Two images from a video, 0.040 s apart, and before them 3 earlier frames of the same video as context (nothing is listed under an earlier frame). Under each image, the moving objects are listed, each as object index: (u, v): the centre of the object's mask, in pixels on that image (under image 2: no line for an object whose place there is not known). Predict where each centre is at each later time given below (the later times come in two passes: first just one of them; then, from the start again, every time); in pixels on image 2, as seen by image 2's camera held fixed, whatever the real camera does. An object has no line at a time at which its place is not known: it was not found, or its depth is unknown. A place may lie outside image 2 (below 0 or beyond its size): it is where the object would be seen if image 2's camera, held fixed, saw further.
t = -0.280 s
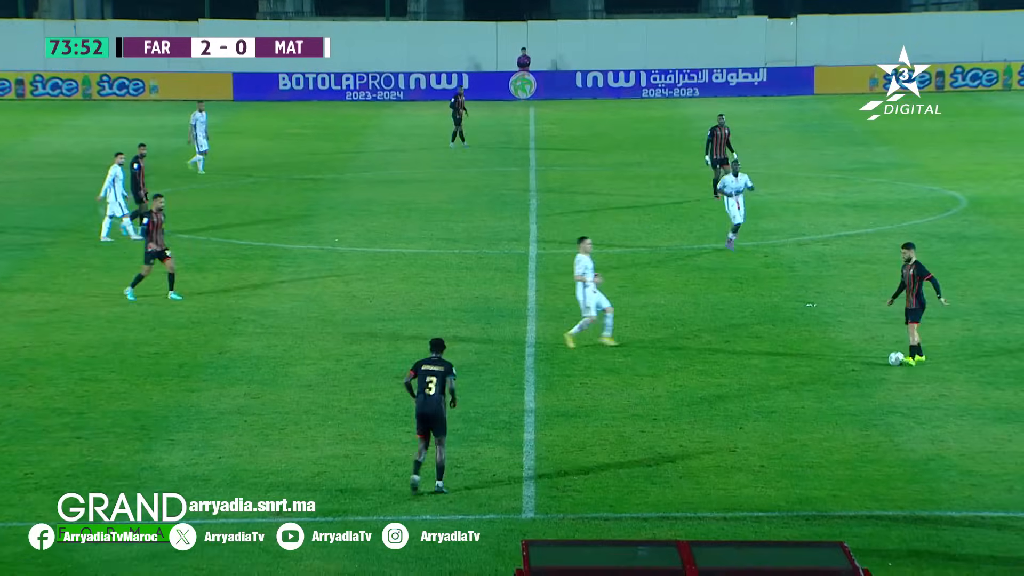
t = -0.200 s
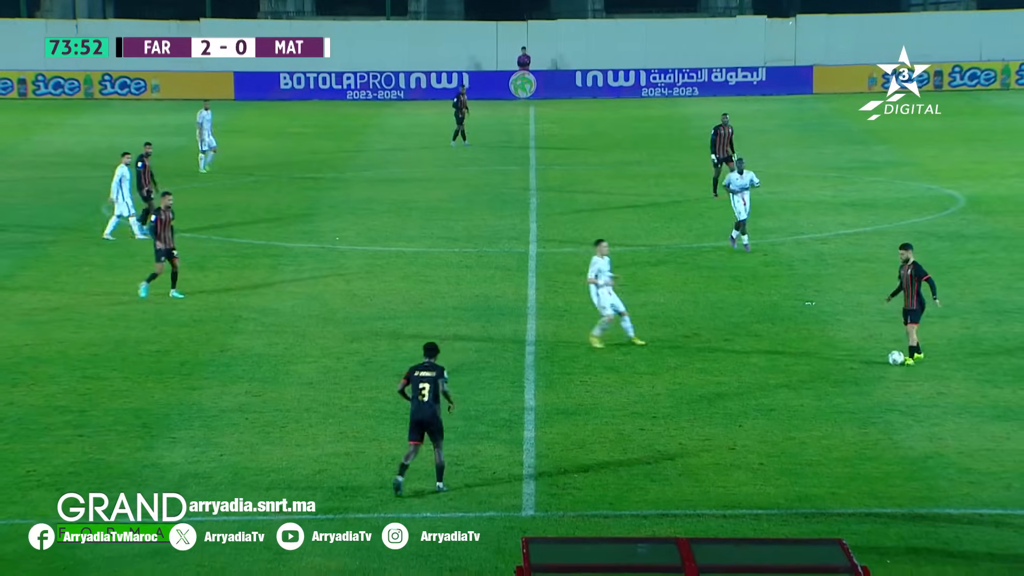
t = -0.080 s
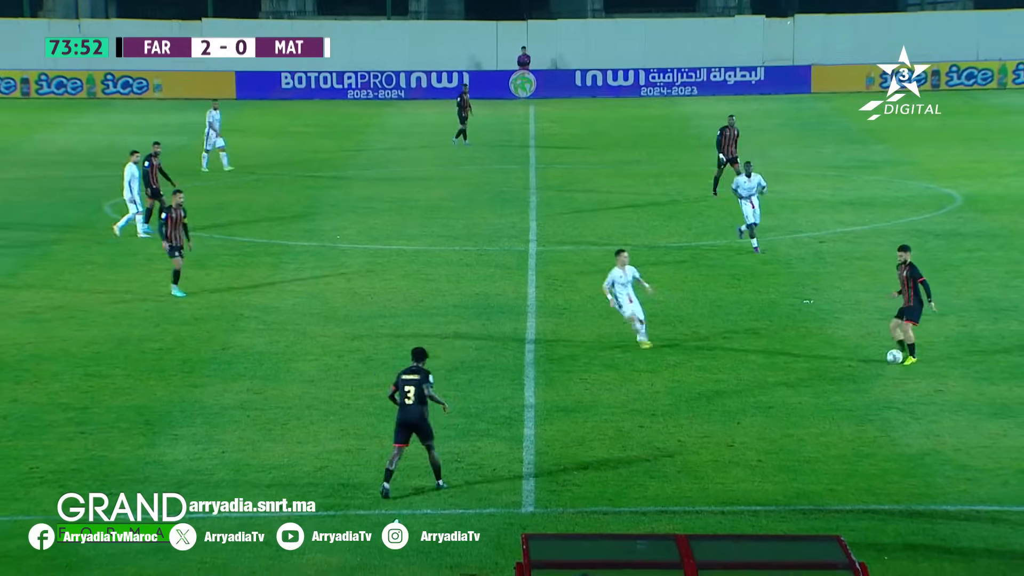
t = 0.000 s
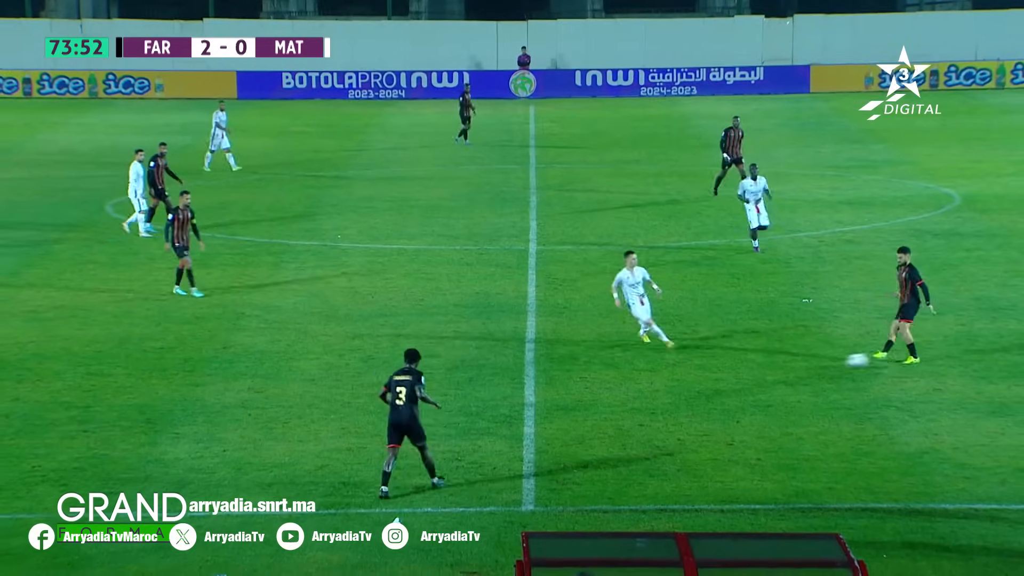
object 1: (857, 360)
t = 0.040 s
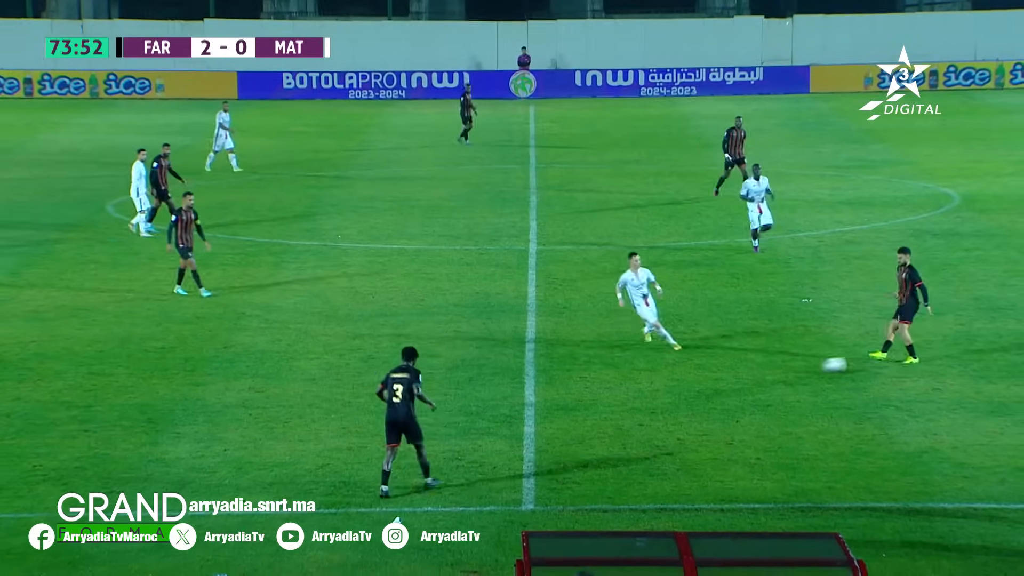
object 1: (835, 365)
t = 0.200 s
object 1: (747, 383)
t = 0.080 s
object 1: (812, 370)
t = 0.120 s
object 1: (790, 376)
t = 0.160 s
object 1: (768, 379)
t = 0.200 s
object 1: (747, 383)
